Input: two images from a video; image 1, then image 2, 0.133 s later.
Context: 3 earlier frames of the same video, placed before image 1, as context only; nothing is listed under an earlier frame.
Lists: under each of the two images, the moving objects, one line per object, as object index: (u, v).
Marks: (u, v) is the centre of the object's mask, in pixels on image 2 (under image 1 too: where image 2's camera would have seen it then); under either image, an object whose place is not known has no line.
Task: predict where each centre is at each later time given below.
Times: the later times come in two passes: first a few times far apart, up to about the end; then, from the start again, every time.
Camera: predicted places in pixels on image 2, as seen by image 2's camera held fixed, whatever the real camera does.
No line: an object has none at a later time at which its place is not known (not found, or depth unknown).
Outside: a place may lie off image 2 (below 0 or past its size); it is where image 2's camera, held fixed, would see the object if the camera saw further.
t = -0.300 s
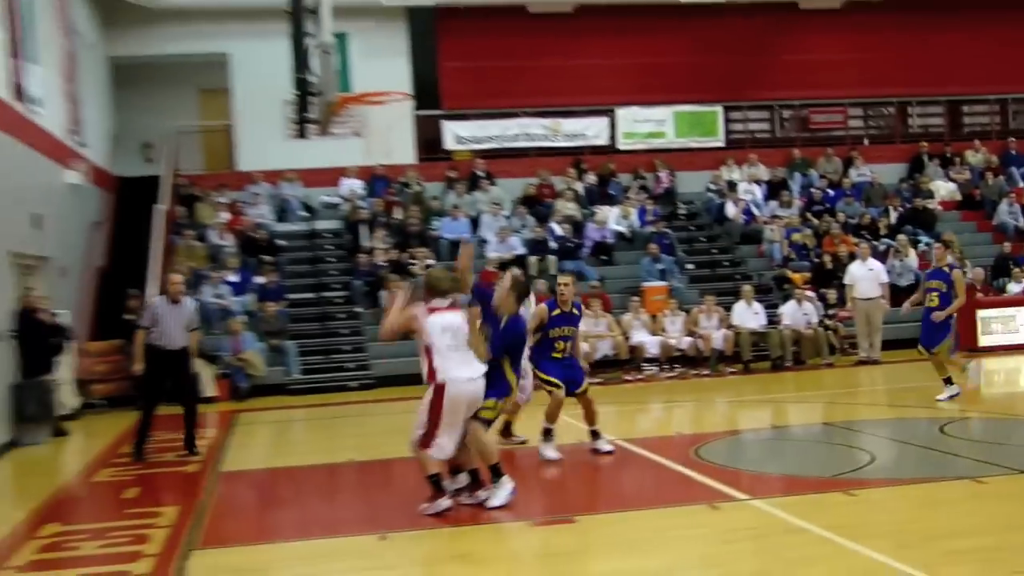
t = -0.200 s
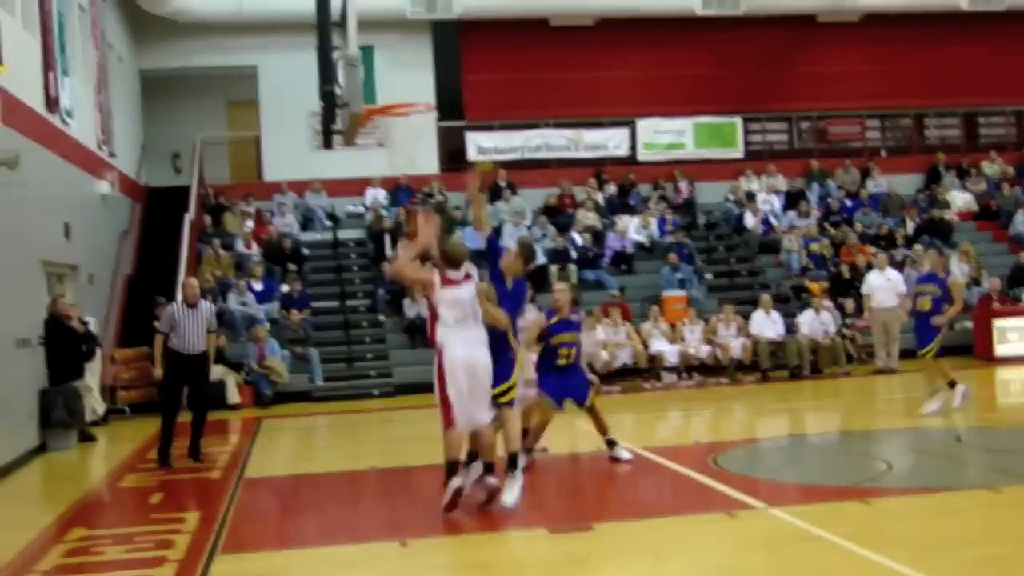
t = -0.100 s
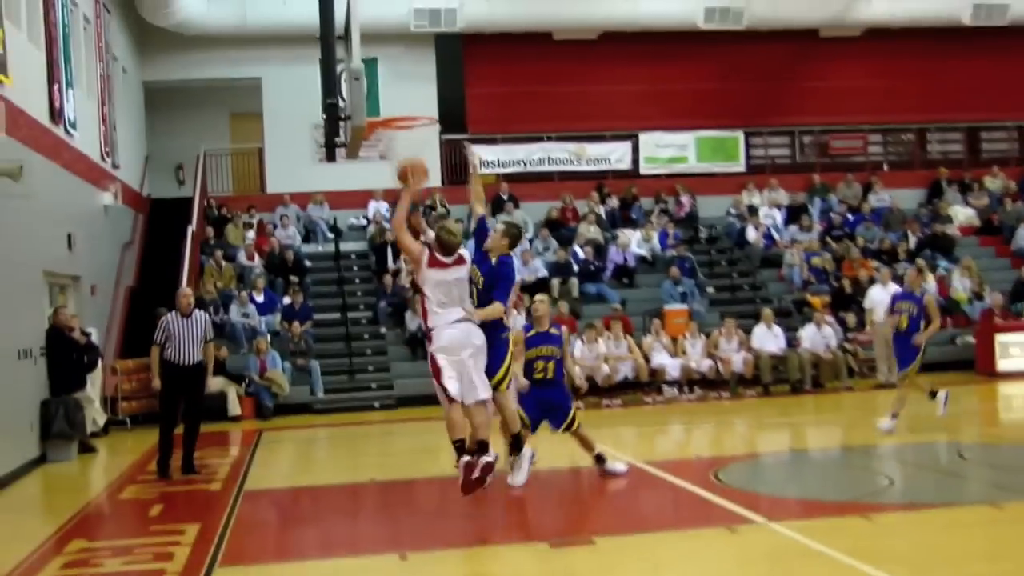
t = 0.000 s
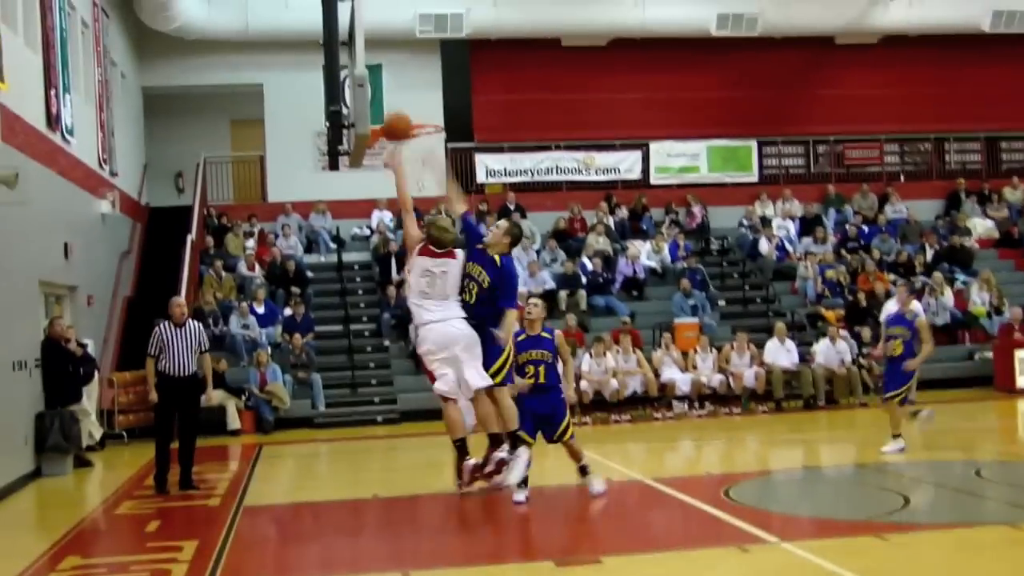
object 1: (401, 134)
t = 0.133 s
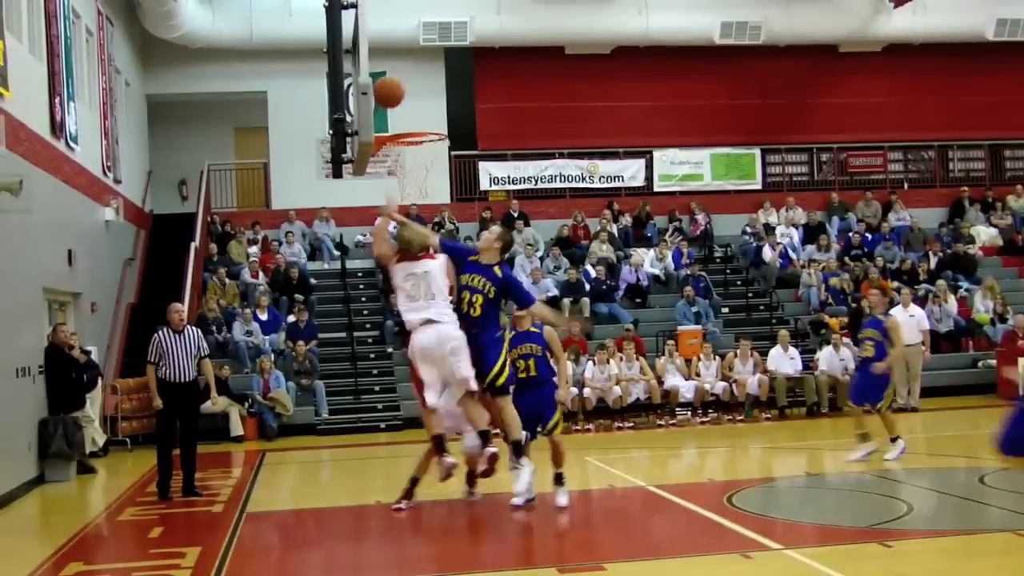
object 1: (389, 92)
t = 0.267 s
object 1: (408, 87)
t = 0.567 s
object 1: (430, 118)
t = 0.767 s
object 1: (415, 149)
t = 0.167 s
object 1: (393, 89)
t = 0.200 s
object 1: (398, 87)
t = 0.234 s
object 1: (403, 86)
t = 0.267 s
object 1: (408, 87)
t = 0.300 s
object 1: (413, 89)
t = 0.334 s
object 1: (418, 92)
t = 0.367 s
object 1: (423, 97)
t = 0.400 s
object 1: (428, 103)
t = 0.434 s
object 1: (433, 112)
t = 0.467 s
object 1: (438, 120)
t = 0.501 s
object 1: (436, 119)
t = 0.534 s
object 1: (433, 118)
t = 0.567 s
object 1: (430, 118)
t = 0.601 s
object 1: (427, 119)
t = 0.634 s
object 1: (425, 121)
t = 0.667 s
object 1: (422, 123)
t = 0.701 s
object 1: (419, 125)
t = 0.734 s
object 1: (417, 138)
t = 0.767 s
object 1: (415, 149)
